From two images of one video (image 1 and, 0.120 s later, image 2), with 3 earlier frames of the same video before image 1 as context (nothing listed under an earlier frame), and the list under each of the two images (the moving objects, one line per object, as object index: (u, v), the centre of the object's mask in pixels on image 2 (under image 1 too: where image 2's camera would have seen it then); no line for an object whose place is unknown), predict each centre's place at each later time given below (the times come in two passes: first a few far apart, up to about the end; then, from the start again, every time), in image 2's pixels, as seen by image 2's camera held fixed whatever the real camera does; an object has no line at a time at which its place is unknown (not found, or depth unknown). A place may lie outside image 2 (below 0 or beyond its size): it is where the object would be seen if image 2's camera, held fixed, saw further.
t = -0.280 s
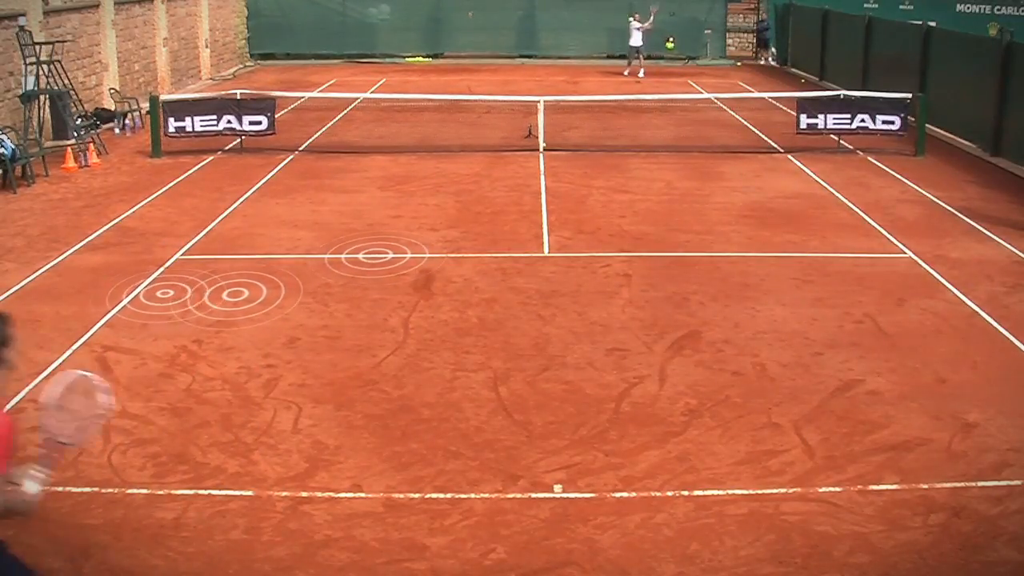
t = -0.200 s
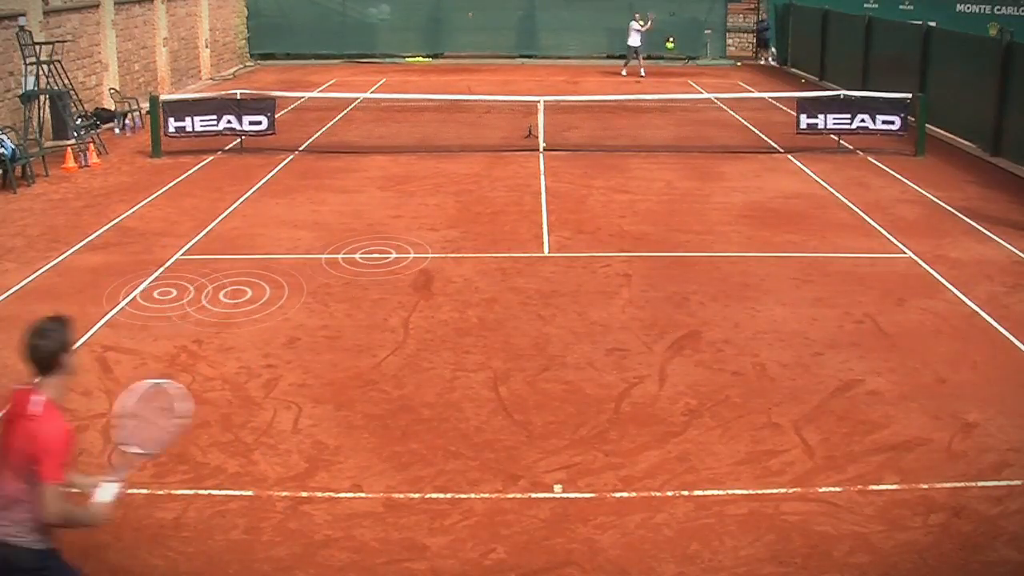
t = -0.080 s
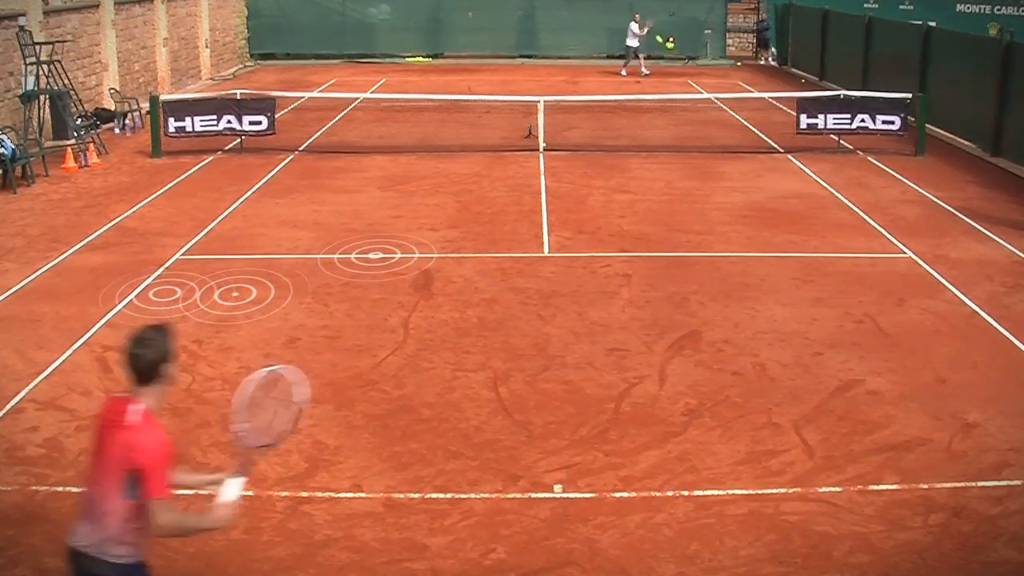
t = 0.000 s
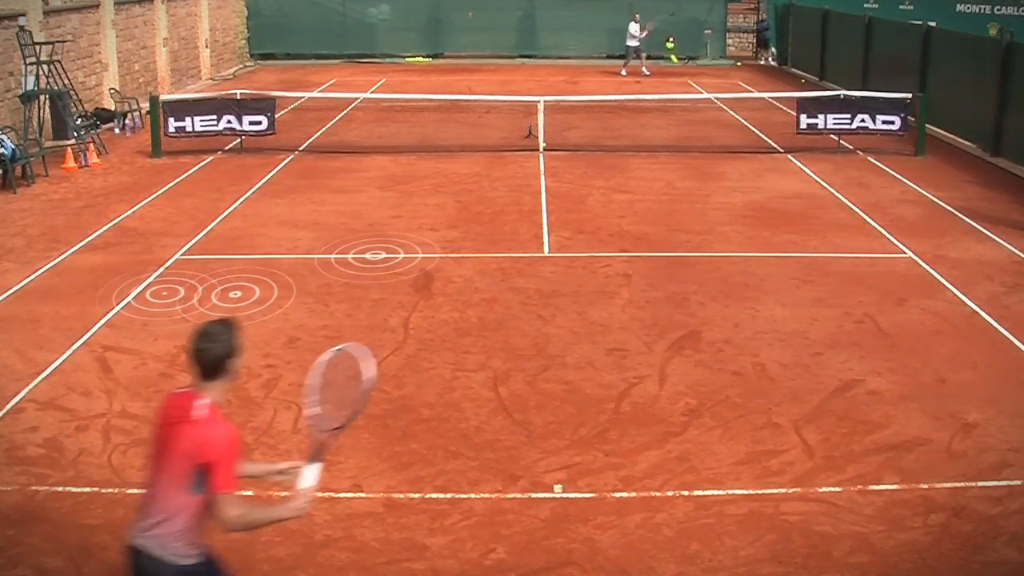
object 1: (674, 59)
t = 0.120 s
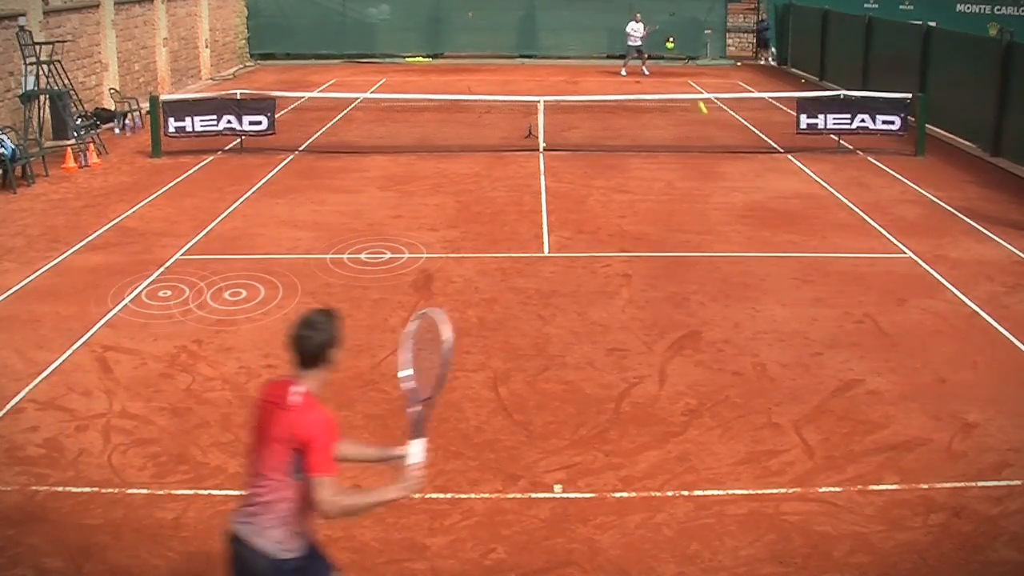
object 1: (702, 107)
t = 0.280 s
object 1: (754, 220)
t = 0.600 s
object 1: (904, 299)
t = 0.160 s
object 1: (714, 130)
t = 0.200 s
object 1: (726, 155)
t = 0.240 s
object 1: (739, 185)
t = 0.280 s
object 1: (754, 220)
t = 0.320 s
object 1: (771, 260)
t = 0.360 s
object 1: (788, 305)
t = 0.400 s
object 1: (804, 321)
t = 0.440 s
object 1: (821, 312)
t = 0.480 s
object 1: (840, 305)
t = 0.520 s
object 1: (860, 300)
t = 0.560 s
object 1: (881, 298)
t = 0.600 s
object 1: (904, 299)
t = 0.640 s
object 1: (930, 301)
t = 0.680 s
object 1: (959, 307)
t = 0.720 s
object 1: (990, 317)
